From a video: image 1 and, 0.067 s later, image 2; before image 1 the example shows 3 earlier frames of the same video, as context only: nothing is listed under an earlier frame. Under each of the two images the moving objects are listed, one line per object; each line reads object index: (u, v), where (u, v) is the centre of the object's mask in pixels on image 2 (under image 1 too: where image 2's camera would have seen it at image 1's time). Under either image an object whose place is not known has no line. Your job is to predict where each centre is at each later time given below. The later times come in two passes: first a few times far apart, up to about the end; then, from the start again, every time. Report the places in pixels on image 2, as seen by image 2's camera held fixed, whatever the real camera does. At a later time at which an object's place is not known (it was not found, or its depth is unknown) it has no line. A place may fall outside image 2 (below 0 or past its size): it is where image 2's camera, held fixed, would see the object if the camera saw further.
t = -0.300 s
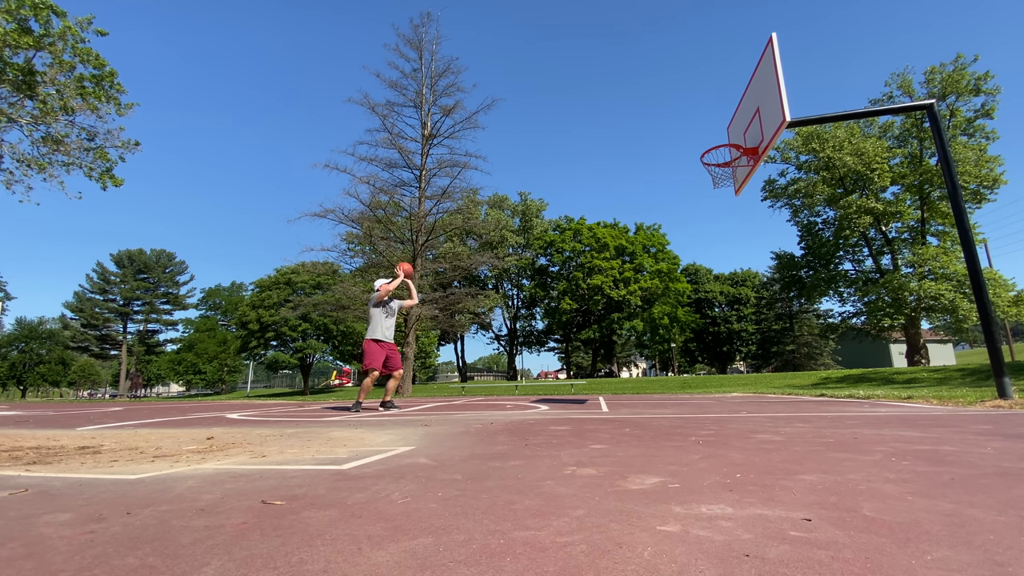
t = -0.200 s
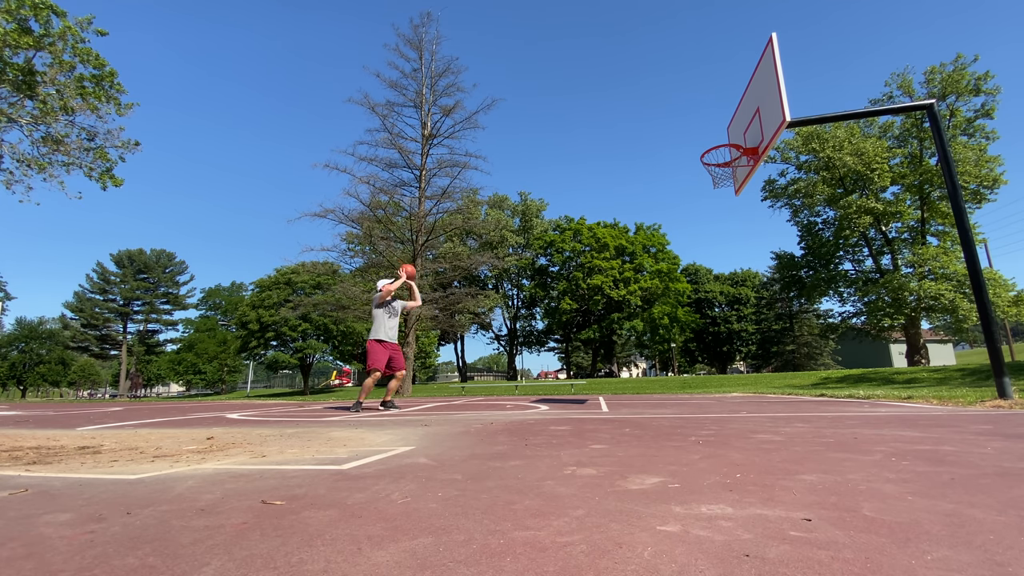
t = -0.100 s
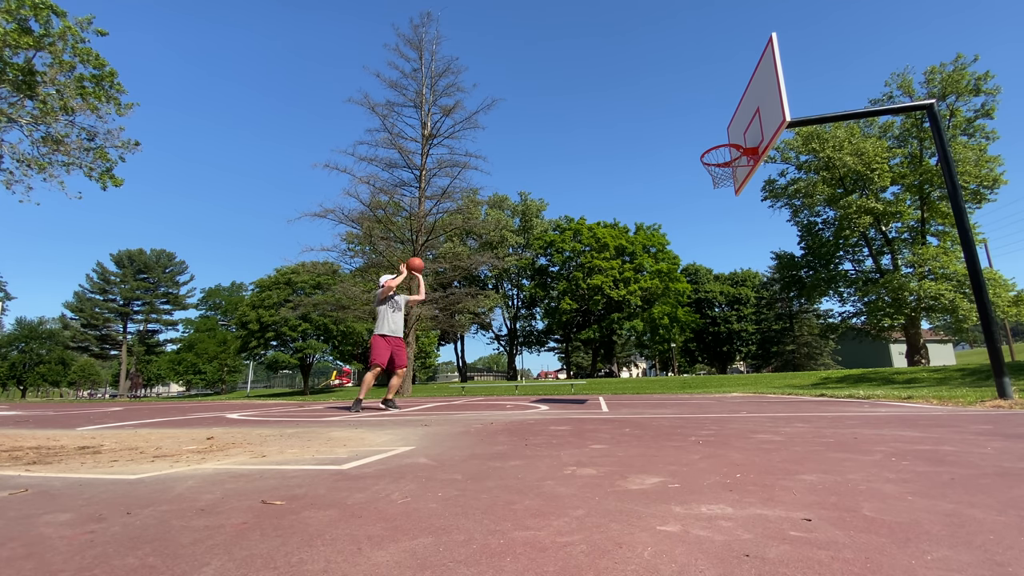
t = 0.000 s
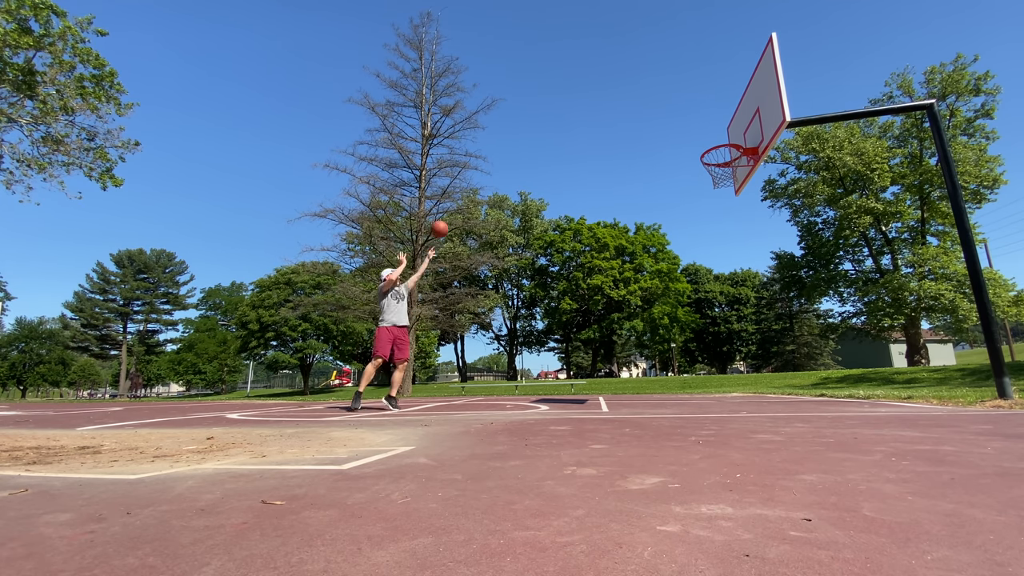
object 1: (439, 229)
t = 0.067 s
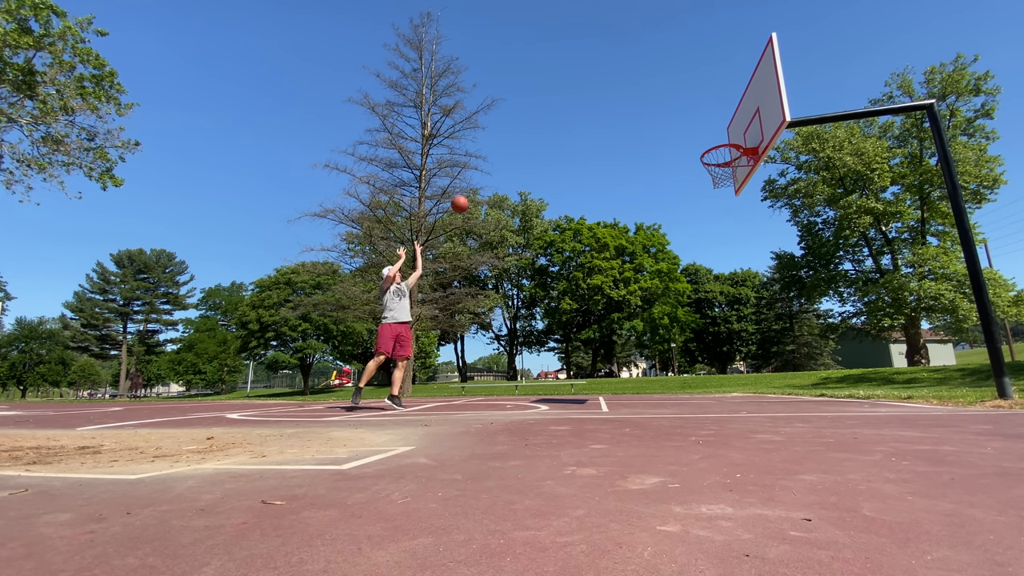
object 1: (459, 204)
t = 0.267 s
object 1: (518, 147)
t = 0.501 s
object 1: (588, 113)
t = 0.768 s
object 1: (674, 117)
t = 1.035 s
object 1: (730, 136)
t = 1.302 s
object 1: (693, 134)
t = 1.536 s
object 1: (665, 169)
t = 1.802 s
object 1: (639, 253)
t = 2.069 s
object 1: (615, 388)
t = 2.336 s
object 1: (613, 299)
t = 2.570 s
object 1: (617, 251)
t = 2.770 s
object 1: (622, 241)
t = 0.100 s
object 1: (469, 193)
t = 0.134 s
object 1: (479, 182)
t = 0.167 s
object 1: (489, 172)
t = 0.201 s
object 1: (499, 163)
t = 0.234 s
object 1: (508, 155)
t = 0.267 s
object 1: (518, 147)
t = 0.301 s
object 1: (528, 140)
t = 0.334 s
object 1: (538, 134)
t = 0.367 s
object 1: (548, 128)
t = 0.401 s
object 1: (558, 124)
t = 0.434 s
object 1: (568, 120)
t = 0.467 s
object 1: (578, 116)
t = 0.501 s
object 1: (588, 113)
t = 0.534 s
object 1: (598, 111)
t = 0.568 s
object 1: (609, 110)
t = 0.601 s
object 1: (619, 109)
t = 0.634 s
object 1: (630, 109)
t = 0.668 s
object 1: (641, 110)
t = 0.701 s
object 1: (652, 112)
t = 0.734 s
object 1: (663, 114)
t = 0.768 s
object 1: (674, 117)
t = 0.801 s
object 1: (685, 121)
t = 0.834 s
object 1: (697, 126)
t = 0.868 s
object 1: (709, 131)
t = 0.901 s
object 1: (721, 138)
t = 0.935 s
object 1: (733, 145)
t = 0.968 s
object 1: (740, 144)
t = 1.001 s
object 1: (736, 141)
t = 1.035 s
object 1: (730, 136)
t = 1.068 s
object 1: (725, 134)
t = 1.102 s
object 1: (720, 132)
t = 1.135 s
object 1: (715, 130)
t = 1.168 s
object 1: (710, 130)
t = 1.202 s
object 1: (706, 130)
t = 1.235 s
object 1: (701, 130)
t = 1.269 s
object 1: (697, 132)
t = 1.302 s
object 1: (693, 134)
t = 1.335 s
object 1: (688, 137)
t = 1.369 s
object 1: (685, 140)
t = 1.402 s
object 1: (680, 145)
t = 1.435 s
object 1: (677, 150)
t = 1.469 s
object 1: (673, 156)
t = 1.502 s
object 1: (669, 162)
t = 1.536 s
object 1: (665, 169)
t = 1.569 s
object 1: (662, 177)
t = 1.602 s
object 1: (659, 186)
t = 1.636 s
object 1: (655, 195)
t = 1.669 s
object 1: (652, 205)
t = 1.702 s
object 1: (649, 216)
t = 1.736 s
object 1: (645, 227)
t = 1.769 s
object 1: (642, 240)
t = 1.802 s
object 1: (639, 253)
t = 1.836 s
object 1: (636, 267)
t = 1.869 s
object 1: (633, 282)
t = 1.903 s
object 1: (630, 297)
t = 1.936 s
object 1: (626, 314)
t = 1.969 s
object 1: (623, 331)
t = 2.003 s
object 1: (621, 349)
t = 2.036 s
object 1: (618, 368)
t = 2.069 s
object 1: (615, 388)
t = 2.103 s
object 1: (615, 389)
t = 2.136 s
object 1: (614, 373)
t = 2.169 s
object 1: (614, 358)
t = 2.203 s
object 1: (613, 344)
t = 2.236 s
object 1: (613, 332)
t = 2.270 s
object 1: (613, 320)
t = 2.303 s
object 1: (613, 309)
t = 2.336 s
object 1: (613, 299)
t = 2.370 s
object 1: (614, 290)
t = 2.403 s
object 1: (614, 281)
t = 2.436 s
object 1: (614, 273)
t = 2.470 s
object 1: (615, 267)
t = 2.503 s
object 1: (616, 261)
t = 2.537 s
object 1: (616, 255)
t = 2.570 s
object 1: (617, 251)
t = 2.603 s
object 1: (618, 248)
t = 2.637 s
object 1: (619, 245)
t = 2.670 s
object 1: (619, 243)
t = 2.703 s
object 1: (620, 242)
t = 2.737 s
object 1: (621, 241)
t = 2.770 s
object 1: (622, 241)
